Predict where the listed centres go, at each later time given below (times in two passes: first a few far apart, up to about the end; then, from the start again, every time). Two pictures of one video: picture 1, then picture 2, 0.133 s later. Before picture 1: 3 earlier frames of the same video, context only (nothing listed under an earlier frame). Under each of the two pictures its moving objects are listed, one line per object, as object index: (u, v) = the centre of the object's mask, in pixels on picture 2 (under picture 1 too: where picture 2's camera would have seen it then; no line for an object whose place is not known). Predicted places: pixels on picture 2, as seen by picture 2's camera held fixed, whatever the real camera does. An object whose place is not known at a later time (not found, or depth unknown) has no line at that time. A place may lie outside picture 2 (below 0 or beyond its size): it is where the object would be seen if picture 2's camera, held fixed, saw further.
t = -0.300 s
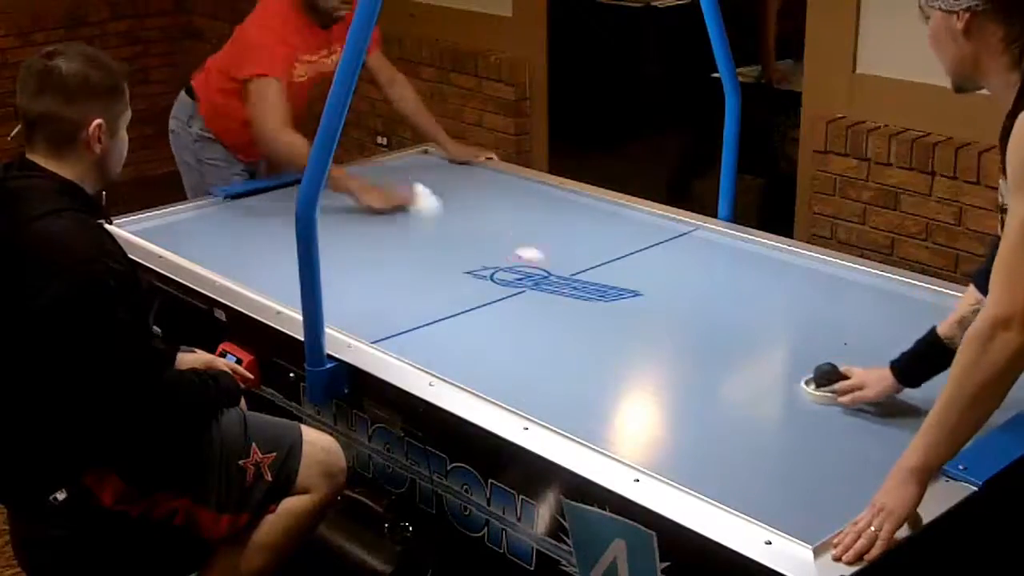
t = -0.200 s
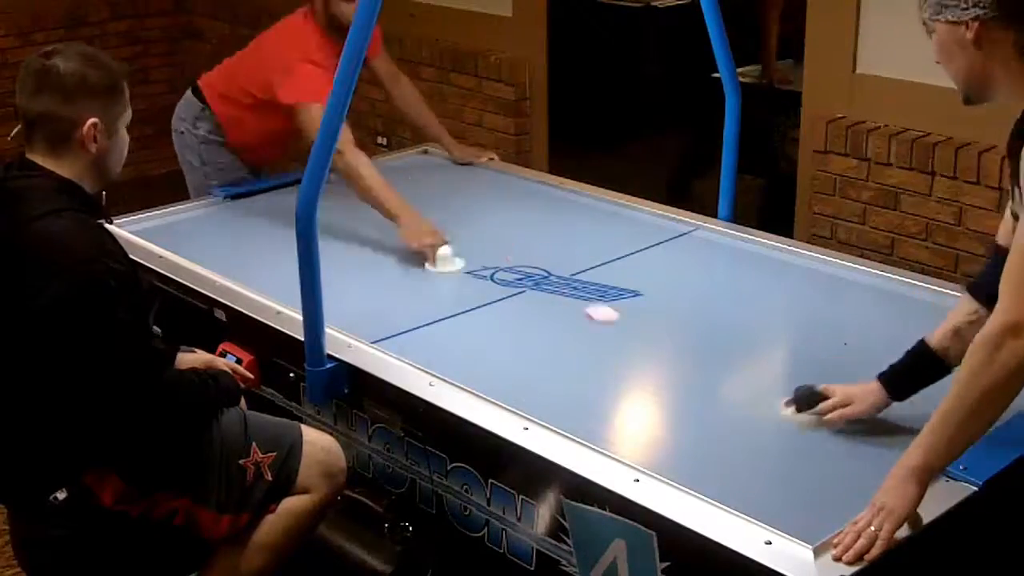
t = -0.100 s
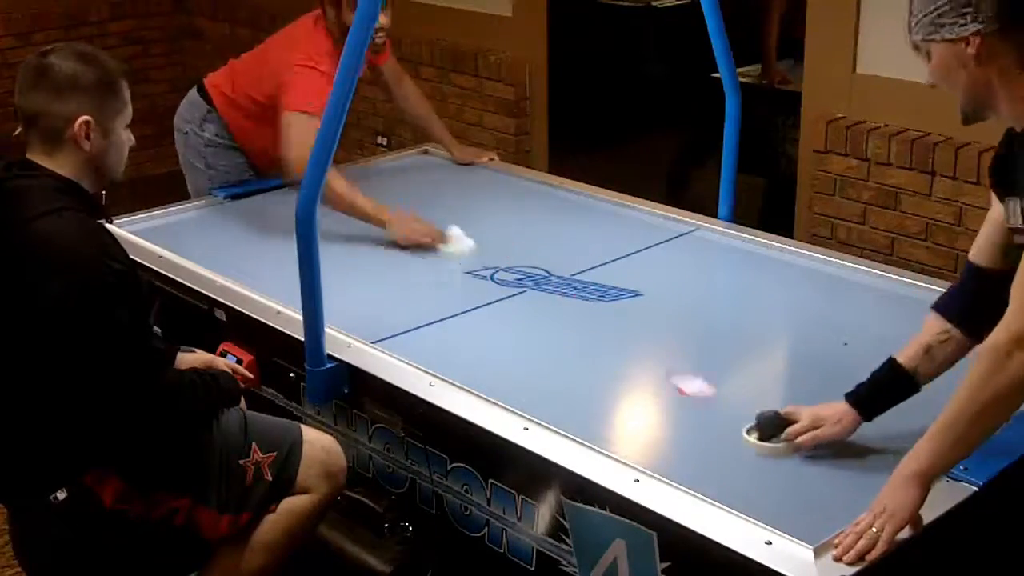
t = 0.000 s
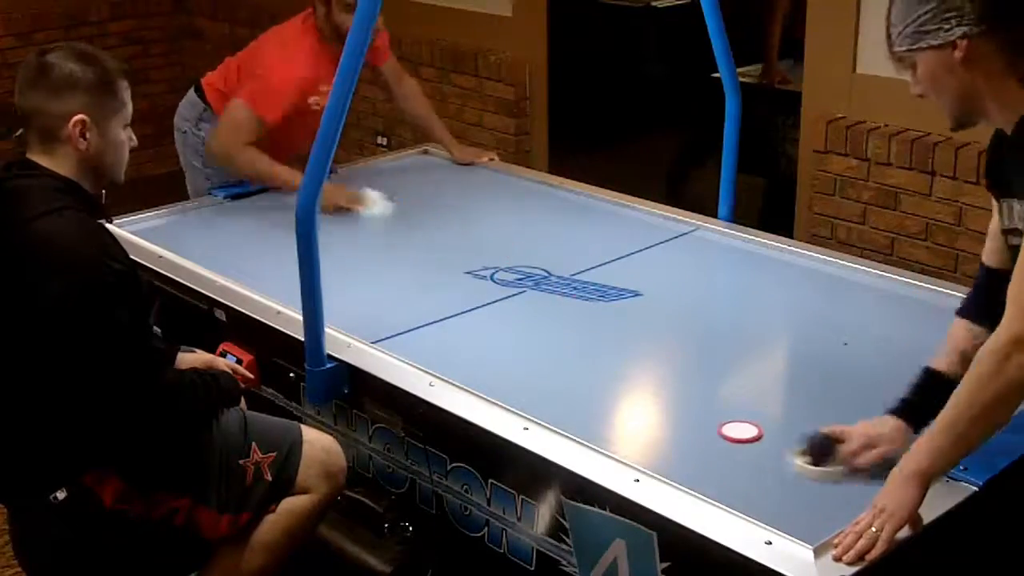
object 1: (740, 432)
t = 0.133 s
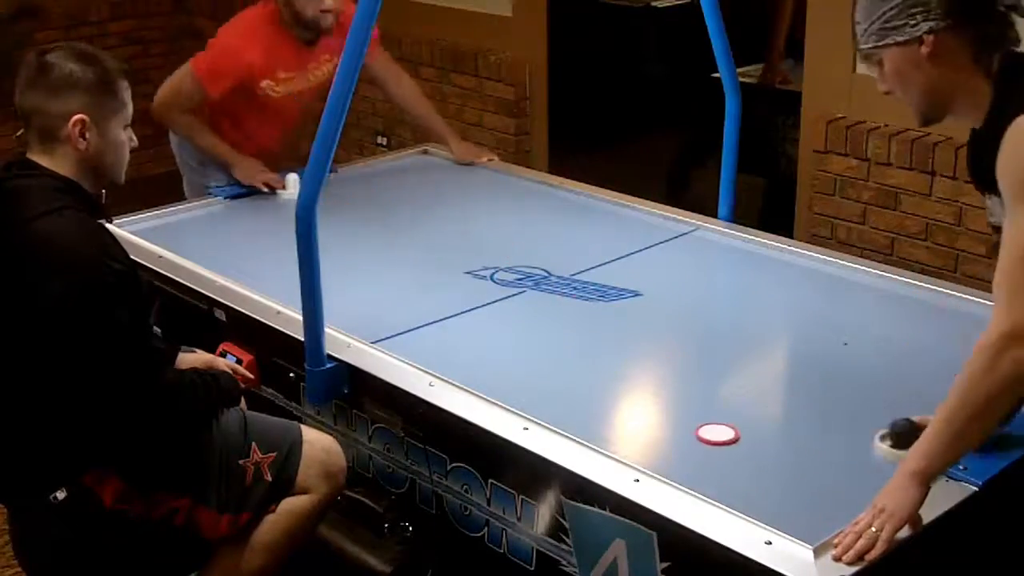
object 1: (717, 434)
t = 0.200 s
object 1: (706, 435)
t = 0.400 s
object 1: (672, 437)
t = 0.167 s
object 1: (712, 434)
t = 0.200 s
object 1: (706, 435)
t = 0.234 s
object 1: (700, 436)
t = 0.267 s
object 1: (694, 436)
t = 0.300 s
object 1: (689, 436)
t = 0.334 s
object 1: (683, 437)
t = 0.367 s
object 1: (677, 437)
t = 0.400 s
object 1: (672, 437)
